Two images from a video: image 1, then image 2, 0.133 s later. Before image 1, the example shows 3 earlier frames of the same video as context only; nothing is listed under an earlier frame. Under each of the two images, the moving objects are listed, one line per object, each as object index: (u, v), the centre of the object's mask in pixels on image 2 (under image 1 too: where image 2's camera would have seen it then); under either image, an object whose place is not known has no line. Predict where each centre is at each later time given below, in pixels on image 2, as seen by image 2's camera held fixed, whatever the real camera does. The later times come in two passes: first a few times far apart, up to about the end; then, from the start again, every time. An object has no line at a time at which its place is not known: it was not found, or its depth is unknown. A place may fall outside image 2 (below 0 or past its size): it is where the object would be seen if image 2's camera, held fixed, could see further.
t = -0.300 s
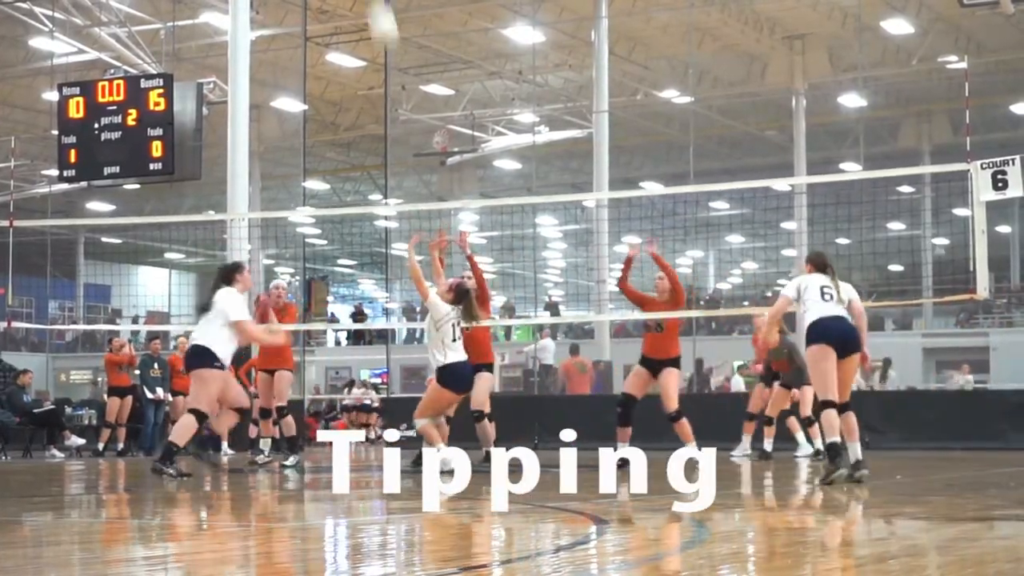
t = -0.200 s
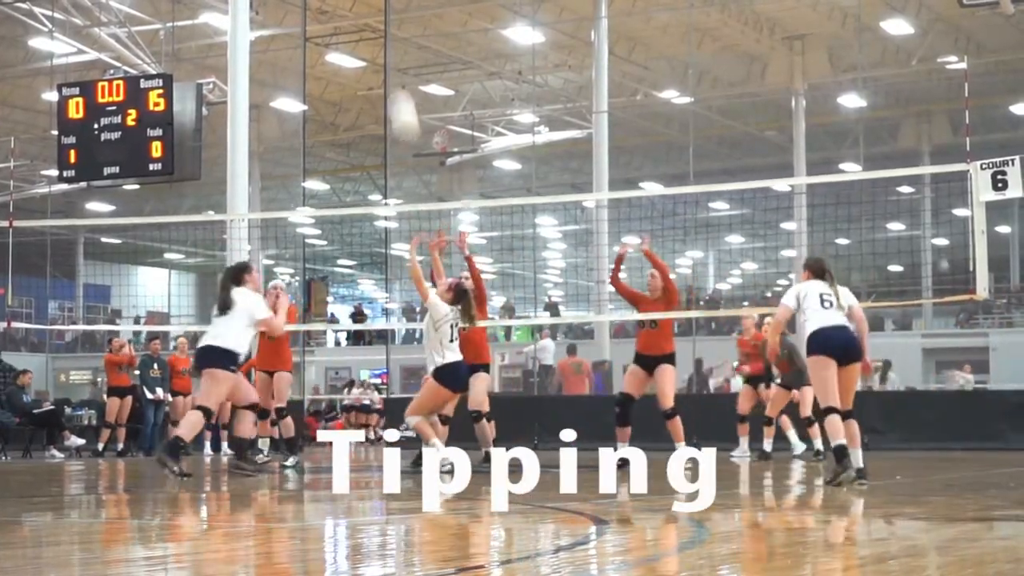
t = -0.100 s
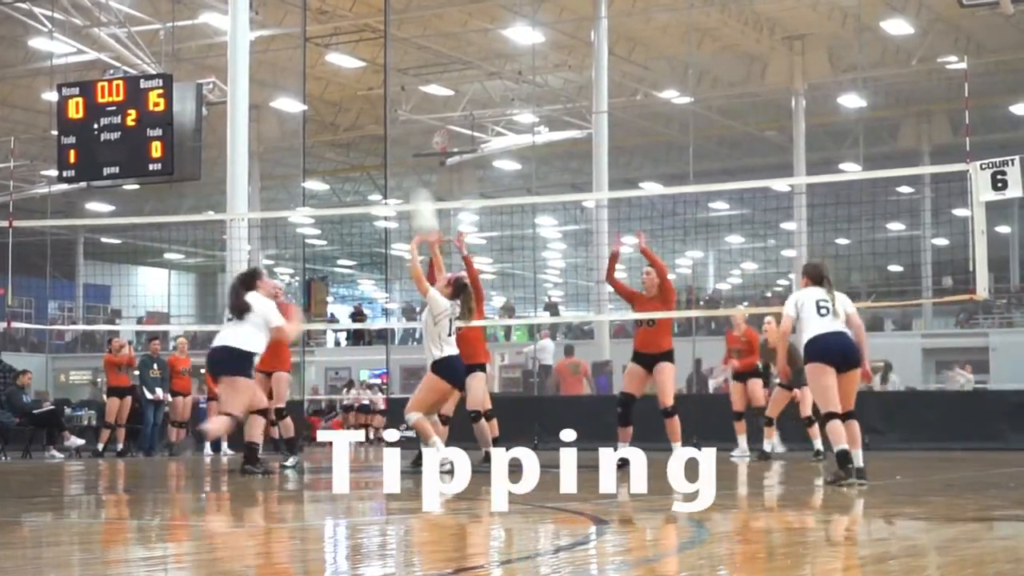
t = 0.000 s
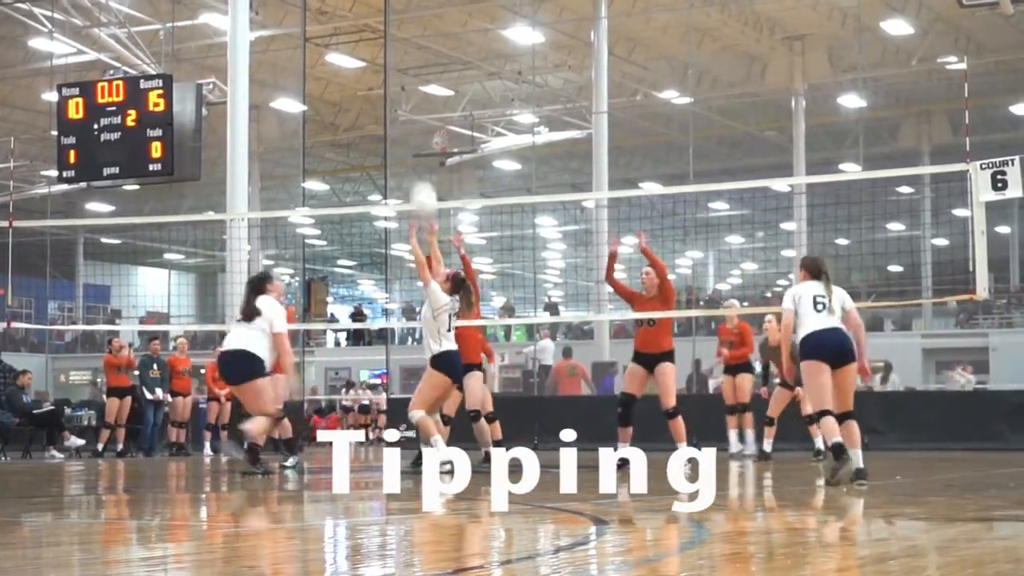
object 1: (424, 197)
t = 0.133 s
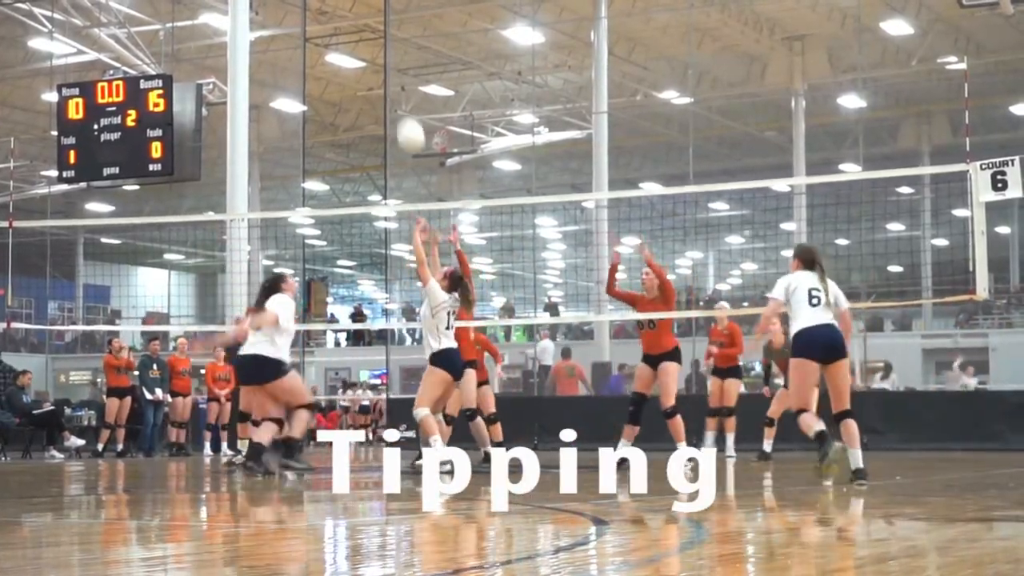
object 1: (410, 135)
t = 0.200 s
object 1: (404, 110)
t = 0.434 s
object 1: (380, 67)
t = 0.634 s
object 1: (360, 83)
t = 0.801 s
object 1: (343, 134)
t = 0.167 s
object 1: (407, 122)
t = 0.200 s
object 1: (404, 110)
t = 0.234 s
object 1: (401, 100)
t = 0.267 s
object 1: (397, 92)
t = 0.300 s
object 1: (394, 84)
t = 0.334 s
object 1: (390, 77)
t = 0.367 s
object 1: (387, 72)
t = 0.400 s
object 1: (383, 70)
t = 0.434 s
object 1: (380, 67)
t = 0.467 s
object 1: (377, 67)
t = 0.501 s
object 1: (374, 67)
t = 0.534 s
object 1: (371, 69)
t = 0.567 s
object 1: (367, 72)
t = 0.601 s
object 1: (363, 77)
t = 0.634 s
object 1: (360, 83)
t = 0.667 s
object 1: (356, 91)
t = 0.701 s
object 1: (353, 99)
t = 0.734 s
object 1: (349, 110)
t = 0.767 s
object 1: (346, 121)
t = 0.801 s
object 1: (343, 134)
